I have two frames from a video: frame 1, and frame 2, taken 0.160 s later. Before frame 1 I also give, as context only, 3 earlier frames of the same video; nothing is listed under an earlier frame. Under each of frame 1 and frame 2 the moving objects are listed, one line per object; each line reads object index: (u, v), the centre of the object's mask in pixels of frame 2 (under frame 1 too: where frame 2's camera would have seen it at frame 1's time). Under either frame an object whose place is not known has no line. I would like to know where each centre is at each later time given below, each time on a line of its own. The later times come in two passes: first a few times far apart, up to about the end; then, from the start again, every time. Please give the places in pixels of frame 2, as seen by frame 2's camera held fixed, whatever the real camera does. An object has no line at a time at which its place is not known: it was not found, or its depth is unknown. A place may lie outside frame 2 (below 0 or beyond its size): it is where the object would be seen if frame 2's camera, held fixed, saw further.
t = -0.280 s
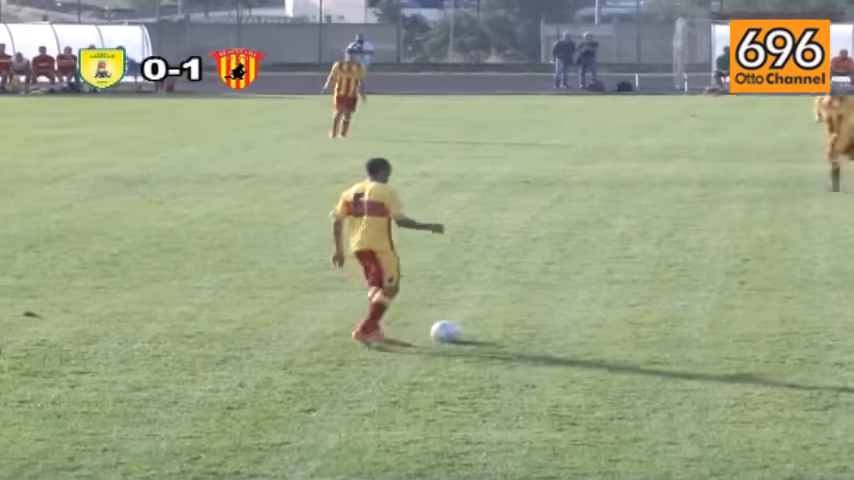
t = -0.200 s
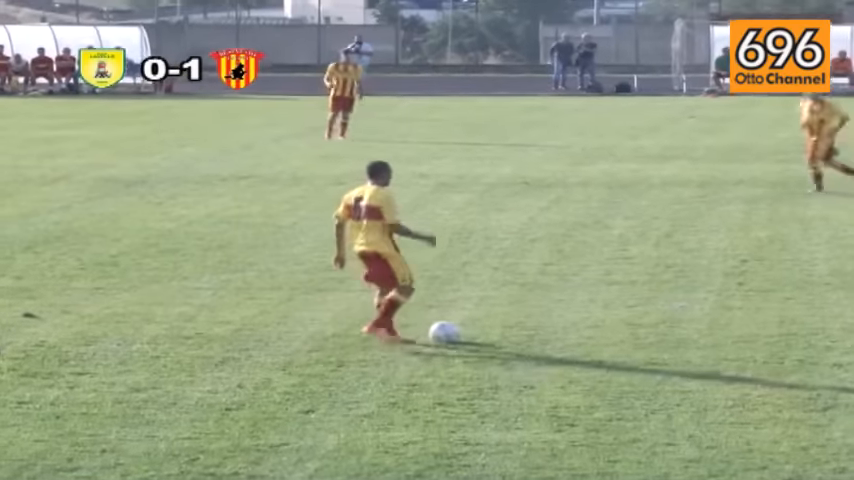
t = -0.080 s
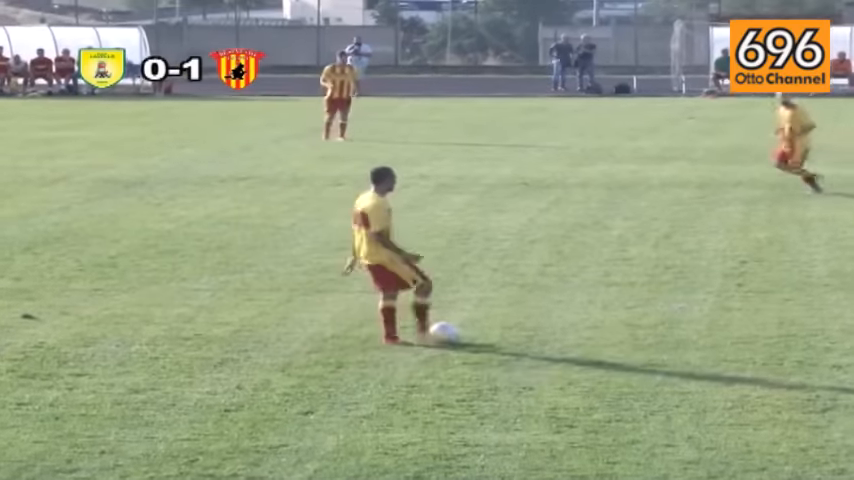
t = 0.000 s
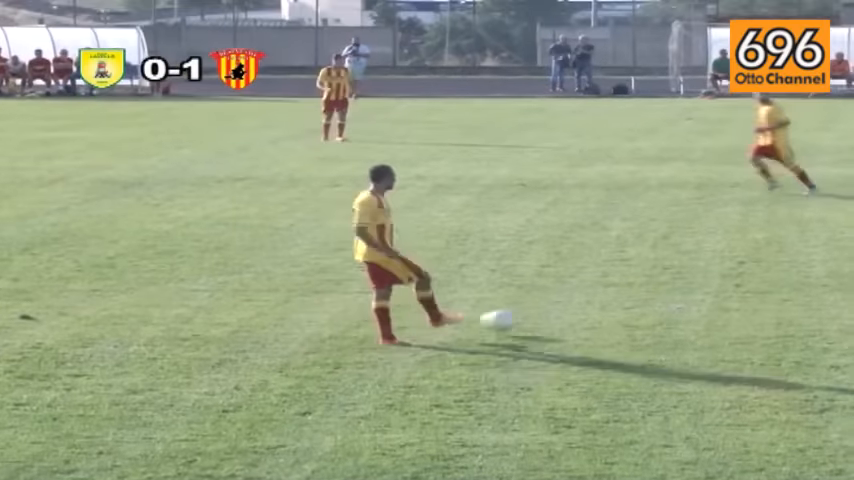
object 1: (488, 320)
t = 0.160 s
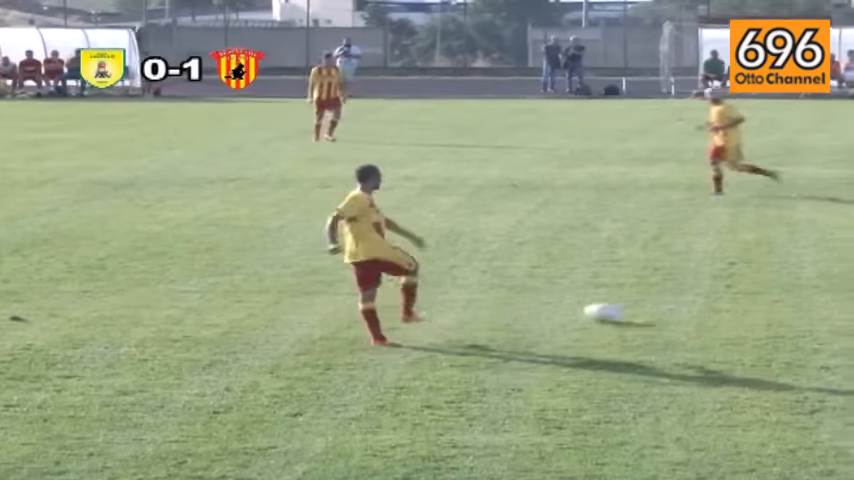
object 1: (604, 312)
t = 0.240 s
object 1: (645, 305)
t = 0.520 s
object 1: (756, 286)
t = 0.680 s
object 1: (804, 283)
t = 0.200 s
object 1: (625, 309)
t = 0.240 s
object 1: (645, 305)
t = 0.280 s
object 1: (663, 301)
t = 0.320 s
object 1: (683, 300)
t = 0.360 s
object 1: (702, 301)
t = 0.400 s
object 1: (719, 301)
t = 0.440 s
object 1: (732, 297)
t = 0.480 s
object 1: (743, 291)
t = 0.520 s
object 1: (756, 286)
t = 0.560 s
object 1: (767, 283)
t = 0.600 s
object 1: (780, 282)
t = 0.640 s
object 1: (792, 282)
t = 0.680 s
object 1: (804, 283)
